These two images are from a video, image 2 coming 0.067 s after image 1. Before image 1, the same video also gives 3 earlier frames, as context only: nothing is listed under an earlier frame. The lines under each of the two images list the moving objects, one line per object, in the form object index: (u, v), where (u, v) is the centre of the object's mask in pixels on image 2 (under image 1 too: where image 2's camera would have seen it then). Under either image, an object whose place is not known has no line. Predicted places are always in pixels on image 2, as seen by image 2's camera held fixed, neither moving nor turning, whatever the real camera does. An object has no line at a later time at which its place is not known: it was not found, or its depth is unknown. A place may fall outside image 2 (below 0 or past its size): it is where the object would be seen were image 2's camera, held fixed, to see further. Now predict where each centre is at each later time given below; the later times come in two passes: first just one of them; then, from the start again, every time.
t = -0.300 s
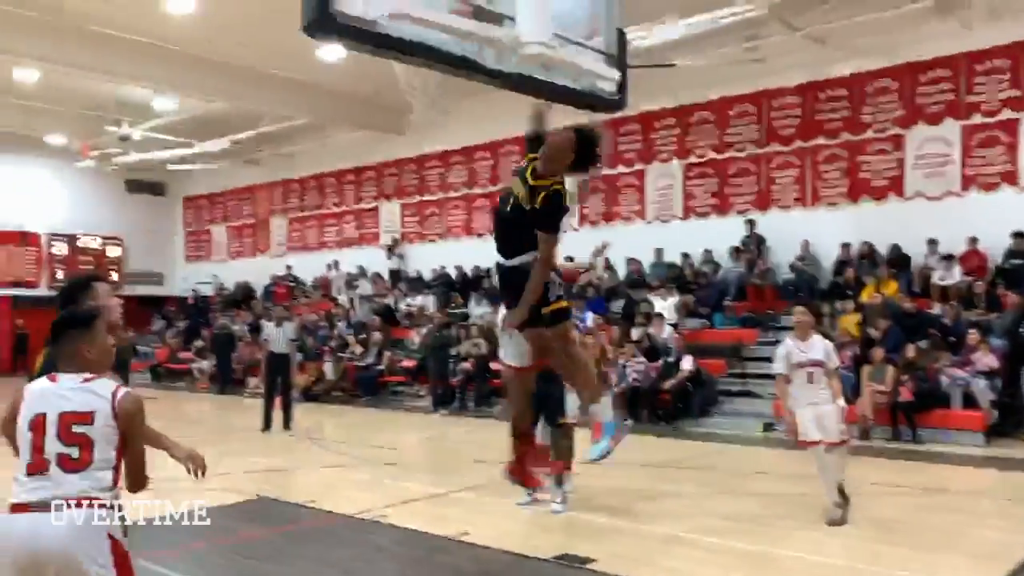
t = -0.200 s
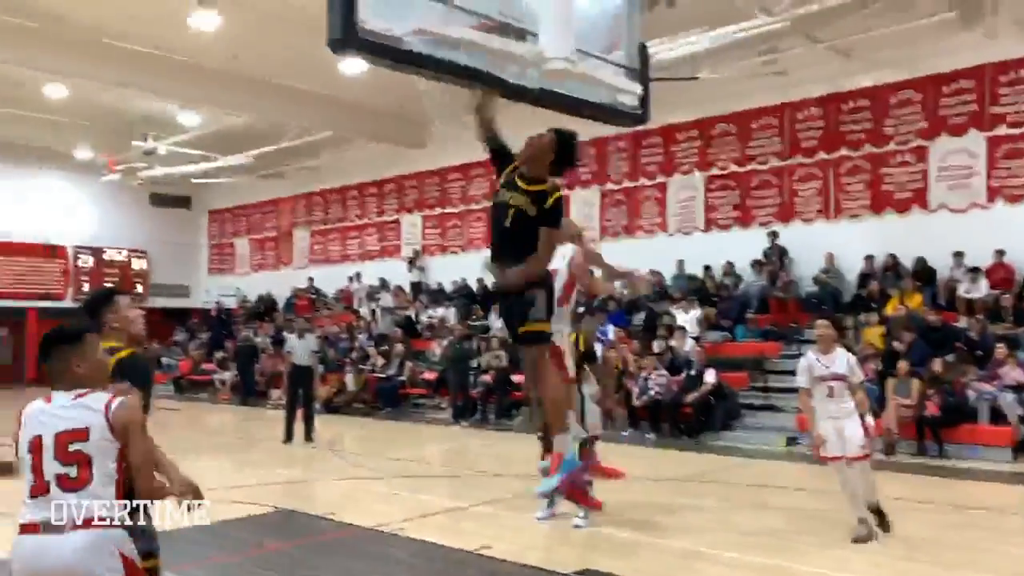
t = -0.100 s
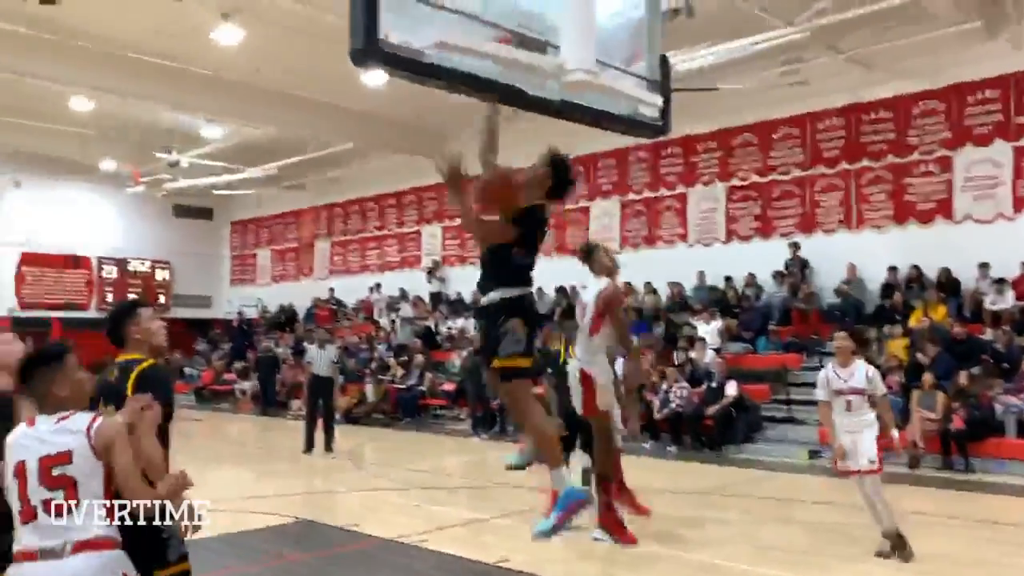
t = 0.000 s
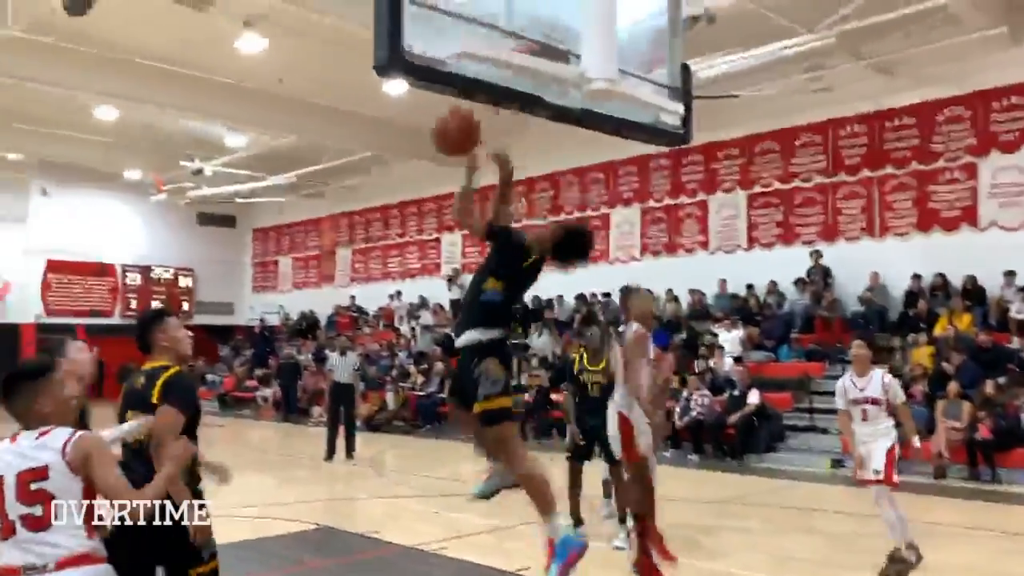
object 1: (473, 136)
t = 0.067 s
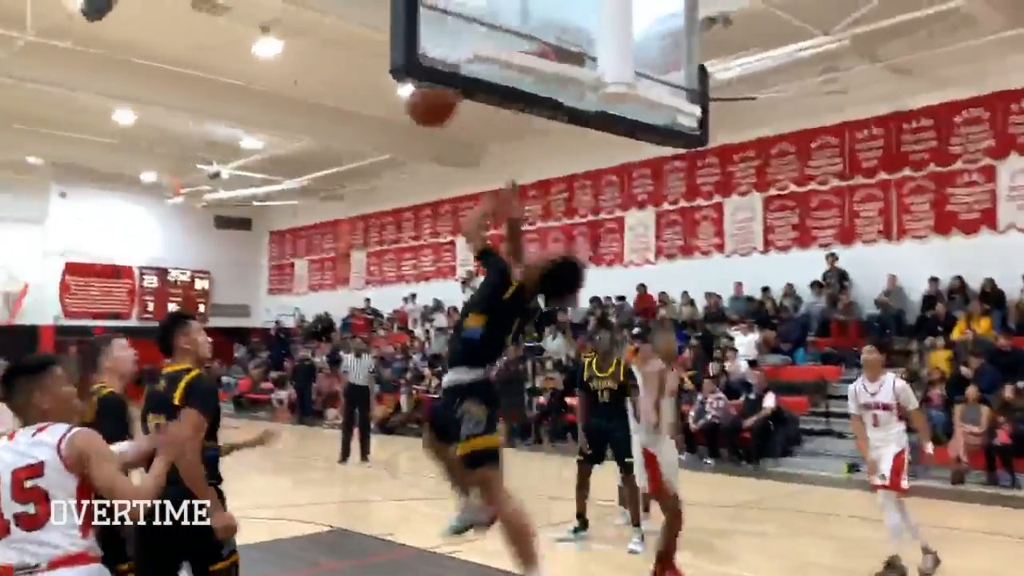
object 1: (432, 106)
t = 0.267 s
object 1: (300, 46)
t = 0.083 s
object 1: (420, 102)
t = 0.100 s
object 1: (407, 96)
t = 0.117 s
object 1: (395, 87)
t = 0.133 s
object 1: (382, 77)
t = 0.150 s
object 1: (373, 70)
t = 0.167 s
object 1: (366, 64)
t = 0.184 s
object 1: (355, 60)
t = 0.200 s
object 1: (345, 55)
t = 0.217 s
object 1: (334, 53)
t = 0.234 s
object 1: (323, 50)
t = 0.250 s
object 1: (311, 47)
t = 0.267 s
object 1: (300, 46)
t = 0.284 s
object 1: (287, 46)
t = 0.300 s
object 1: (274, 45)
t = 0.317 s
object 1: (261, 45)
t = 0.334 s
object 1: (249, 46)
